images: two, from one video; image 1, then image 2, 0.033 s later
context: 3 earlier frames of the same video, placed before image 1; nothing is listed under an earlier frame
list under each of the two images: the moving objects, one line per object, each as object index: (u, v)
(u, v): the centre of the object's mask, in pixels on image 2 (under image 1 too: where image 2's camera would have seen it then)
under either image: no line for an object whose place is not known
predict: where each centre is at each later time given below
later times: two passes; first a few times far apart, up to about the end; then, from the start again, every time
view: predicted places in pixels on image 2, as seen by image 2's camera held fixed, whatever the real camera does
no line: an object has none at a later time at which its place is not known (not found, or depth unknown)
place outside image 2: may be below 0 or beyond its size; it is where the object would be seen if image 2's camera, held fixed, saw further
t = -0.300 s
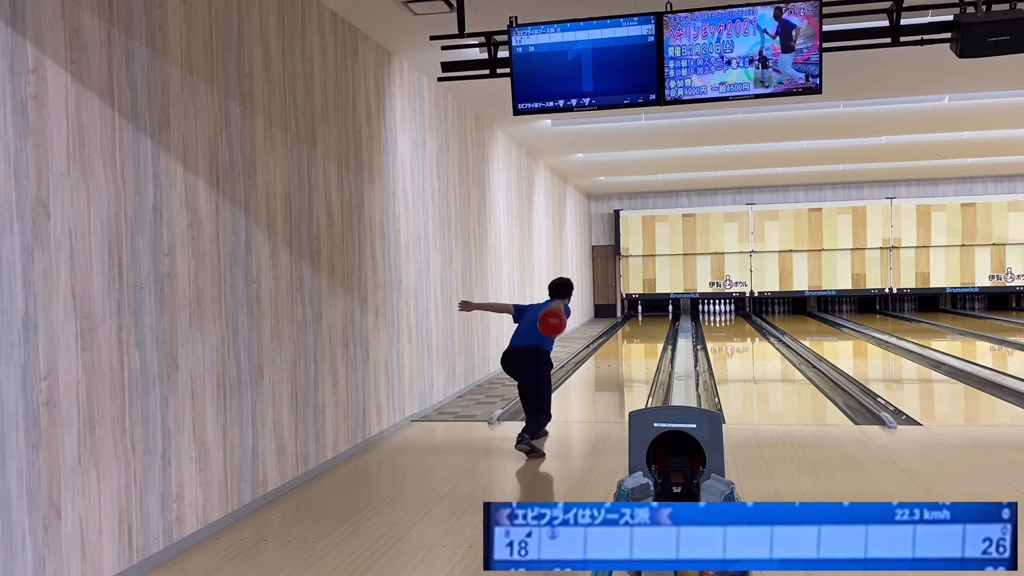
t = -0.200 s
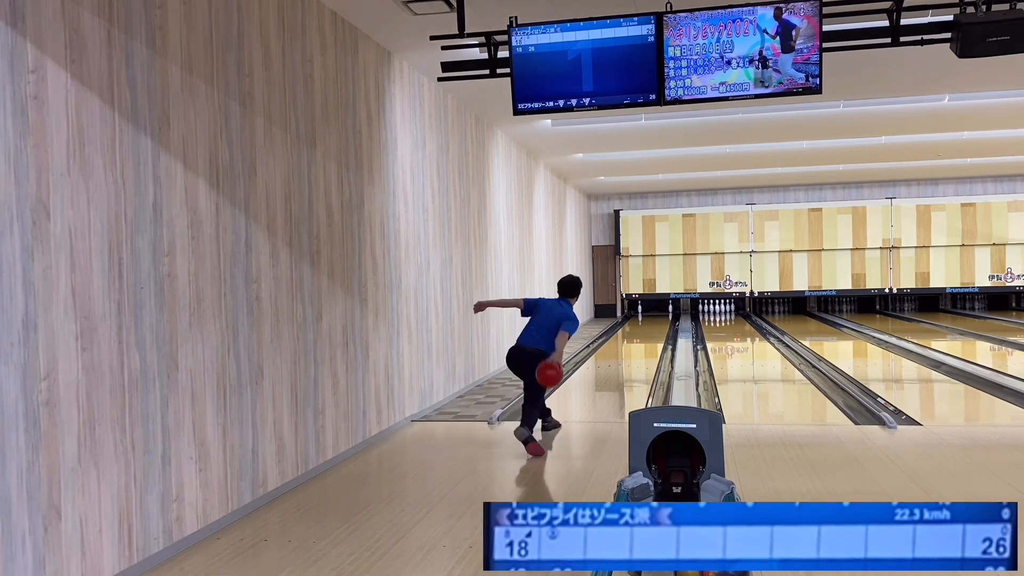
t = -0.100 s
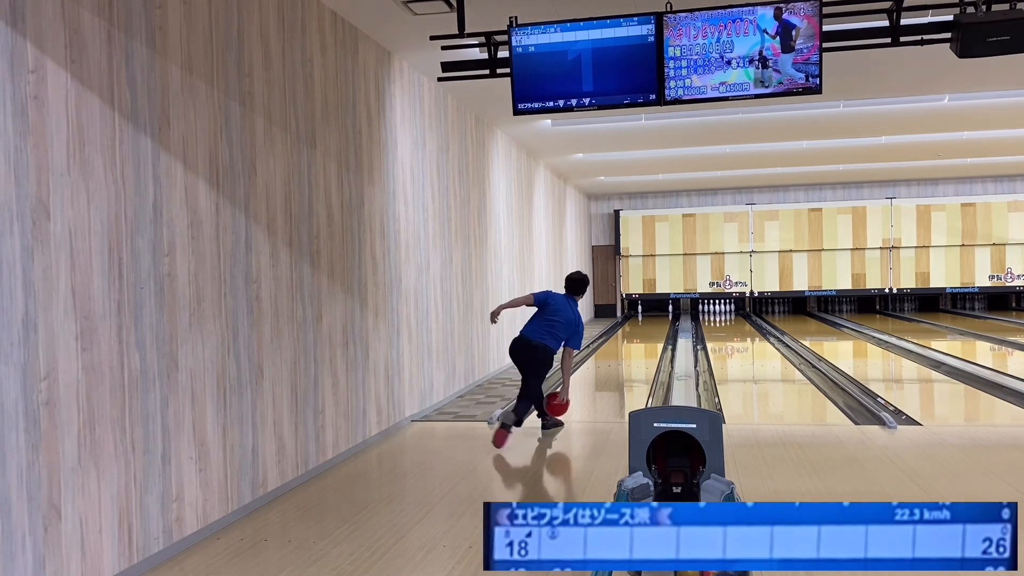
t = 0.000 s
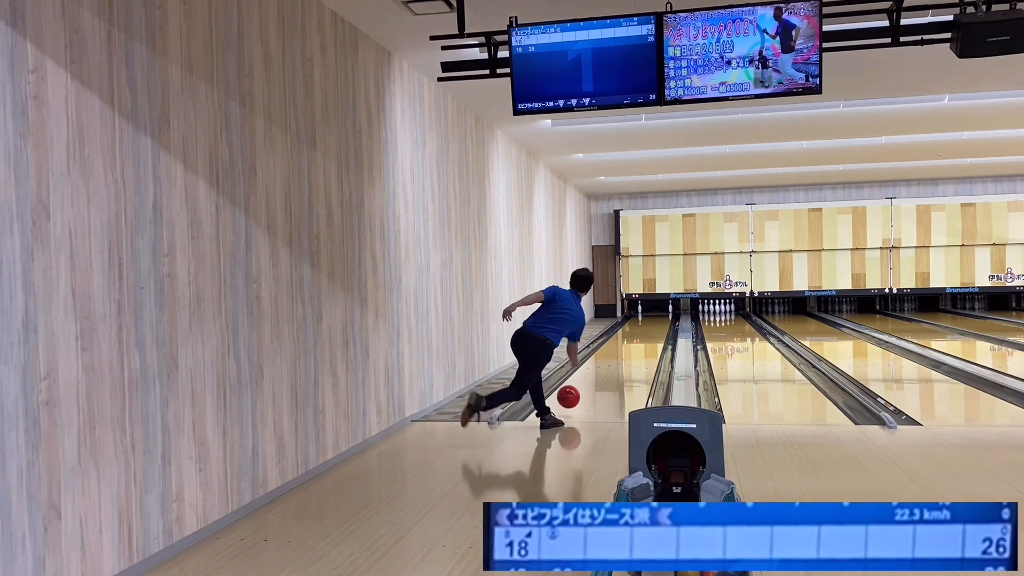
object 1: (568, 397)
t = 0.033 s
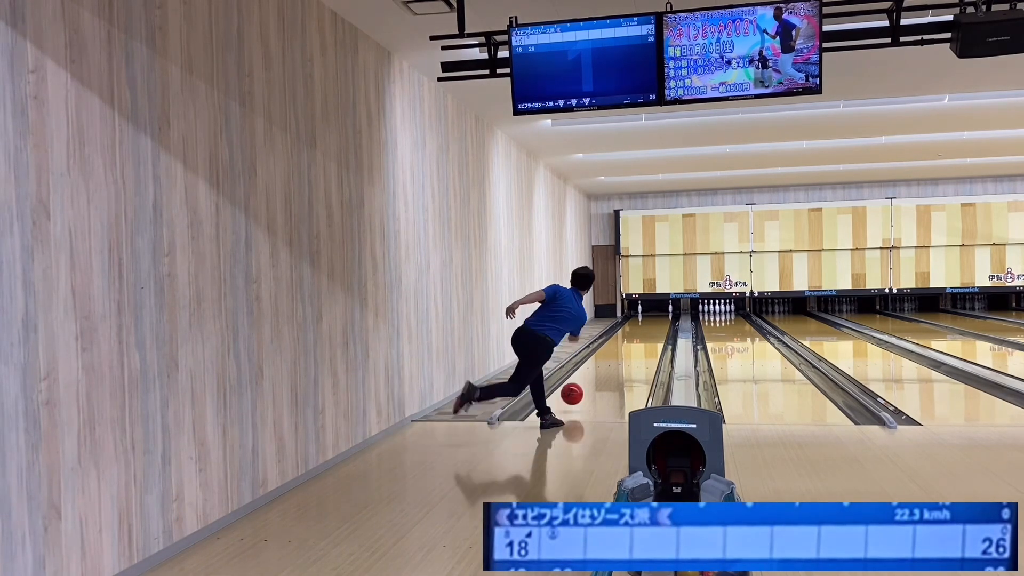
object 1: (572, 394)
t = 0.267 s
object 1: (591, 376)
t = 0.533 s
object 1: (606, 357)
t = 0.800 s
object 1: (616, 344)
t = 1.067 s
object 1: (623, 334)
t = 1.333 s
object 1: (628, 327)
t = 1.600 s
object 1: (632, 320)
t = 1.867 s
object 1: (635, 316)
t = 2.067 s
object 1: (636, 314)
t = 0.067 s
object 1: (575, 392)
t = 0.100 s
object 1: (578, 391)
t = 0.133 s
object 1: (581, 388)
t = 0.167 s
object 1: (584, 385)
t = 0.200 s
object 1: (586, 382)
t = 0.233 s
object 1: (589, 379)
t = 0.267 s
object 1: (591, 376)
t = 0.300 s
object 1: (593, 373)
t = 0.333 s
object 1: (595, 371)
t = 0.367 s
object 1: (597, 368)
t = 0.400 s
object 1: (599, 366)
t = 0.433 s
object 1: (601, 363)
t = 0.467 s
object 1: (603, 361)
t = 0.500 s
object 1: (604, 359)
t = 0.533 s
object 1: (606, 357)
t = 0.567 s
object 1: (607, 355)
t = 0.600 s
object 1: (608, 353)
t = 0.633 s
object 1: (610, 352)
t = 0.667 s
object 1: (611, 350)
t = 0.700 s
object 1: (612, 348)
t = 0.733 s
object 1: (613, 347)
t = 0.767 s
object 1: (615, 345)
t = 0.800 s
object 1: (616, 344)
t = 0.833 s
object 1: (616, 342)
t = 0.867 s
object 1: (617, 341)
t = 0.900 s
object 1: (618, 340)
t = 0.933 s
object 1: (619, 339)
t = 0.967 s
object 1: (620, 338)
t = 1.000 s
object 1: (621, 337)
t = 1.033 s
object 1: (622, 335)
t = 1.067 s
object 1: (623, 334)
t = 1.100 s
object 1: (624, 333)
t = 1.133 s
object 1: (624, 332)
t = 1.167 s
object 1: (625, 331)
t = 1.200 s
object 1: (626, 330)
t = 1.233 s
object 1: (626, 329)
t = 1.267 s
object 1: (627, 328)
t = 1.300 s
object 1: (628, 327)
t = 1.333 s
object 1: (628, 327)
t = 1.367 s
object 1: (628, 326)
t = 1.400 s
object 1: (629, 325)
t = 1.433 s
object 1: (630, 324)
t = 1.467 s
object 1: (630, 323)
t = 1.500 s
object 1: (631, 322)
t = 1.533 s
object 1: (631, 322)
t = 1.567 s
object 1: (632, 321)
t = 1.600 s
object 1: (632, 320)
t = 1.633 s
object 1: (633, 320)
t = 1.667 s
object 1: (633, 319)
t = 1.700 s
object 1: (634, 319)
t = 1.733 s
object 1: (634, 318)
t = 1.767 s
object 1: (634, 318)
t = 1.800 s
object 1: (634, 317)
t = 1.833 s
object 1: (635, 316)
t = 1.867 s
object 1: (635, 316)
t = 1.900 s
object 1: (635, 315)
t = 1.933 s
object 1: (635, 315)
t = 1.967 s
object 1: (635, 315)
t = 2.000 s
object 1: (635, 314)
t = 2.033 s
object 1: (636, 314)
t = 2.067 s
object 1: (636, 314)
